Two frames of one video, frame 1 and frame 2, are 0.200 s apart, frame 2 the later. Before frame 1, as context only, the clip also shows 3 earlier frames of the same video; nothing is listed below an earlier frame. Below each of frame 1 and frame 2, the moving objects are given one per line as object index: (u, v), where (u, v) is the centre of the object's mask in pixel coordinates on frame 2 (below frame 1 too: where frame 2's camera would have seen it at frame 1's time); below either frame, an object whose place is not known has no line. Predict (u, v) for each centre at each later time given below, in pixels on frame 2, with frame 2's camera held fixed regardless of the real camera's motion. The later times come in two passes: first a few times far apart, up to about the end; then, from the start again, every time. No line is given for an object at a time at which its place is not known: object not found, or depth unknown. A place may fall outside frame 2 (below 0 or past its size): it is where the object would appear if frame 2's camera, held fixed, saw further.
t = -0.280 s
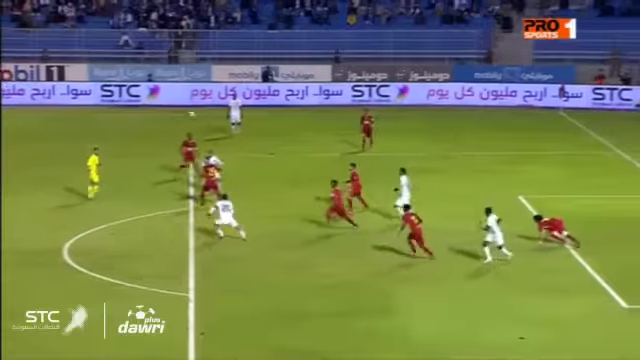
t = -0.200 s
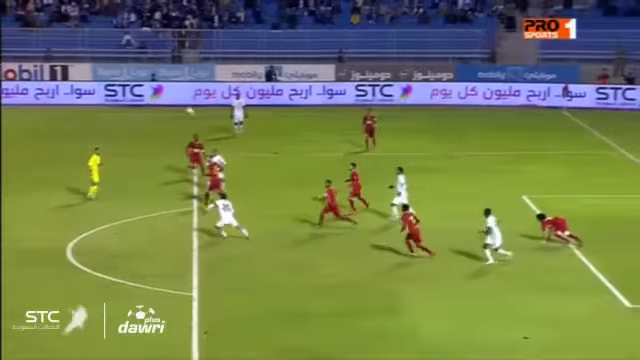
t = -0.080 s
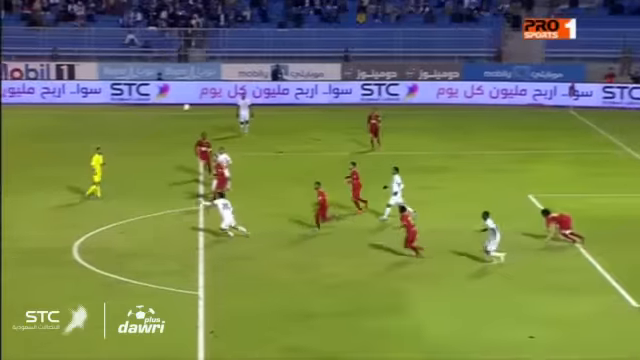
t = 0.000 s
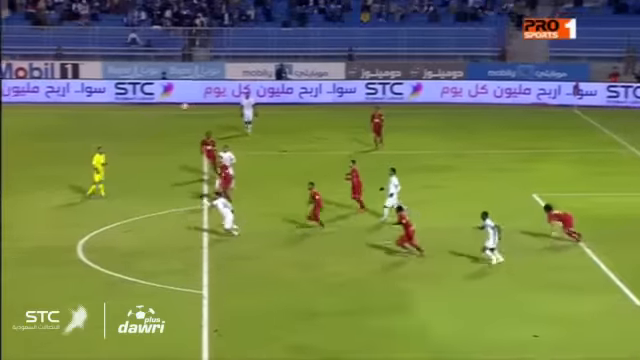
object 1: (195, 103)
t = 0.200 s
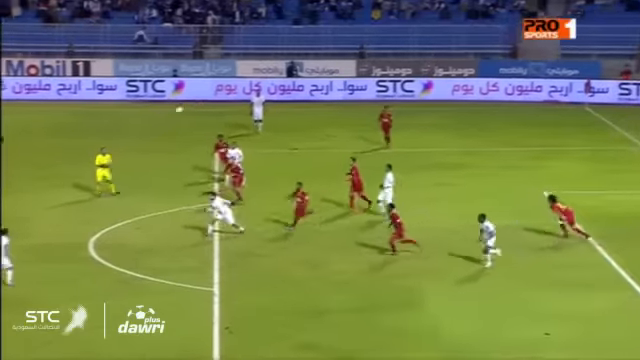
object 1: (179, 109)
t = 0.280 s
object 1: (172, 113)
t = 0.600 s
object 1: (141, 153)
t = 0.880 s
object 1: (110, 213)
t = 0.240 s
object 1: (174, 112)
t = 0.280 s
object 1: (172, 113)
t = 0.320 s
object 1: (167, 117)
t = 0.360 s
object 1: (164, 122)
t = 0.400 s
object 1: (162, 125)
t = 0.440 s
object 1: (158, 130)
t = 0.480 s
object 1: (153, 136)
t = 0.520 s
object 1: (150, 141)
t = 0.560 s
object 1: (146, 145)
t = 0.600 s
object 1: (141, 153)
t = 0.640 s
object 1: (136, 160)
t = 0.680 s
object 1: (134, 164)
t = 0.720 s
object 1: (130, 174)
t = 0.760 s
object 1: (125, 183)
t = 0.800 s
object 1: (119, 193)
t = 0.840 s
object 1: (113, 204)
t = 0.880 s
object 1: (110, 213)
